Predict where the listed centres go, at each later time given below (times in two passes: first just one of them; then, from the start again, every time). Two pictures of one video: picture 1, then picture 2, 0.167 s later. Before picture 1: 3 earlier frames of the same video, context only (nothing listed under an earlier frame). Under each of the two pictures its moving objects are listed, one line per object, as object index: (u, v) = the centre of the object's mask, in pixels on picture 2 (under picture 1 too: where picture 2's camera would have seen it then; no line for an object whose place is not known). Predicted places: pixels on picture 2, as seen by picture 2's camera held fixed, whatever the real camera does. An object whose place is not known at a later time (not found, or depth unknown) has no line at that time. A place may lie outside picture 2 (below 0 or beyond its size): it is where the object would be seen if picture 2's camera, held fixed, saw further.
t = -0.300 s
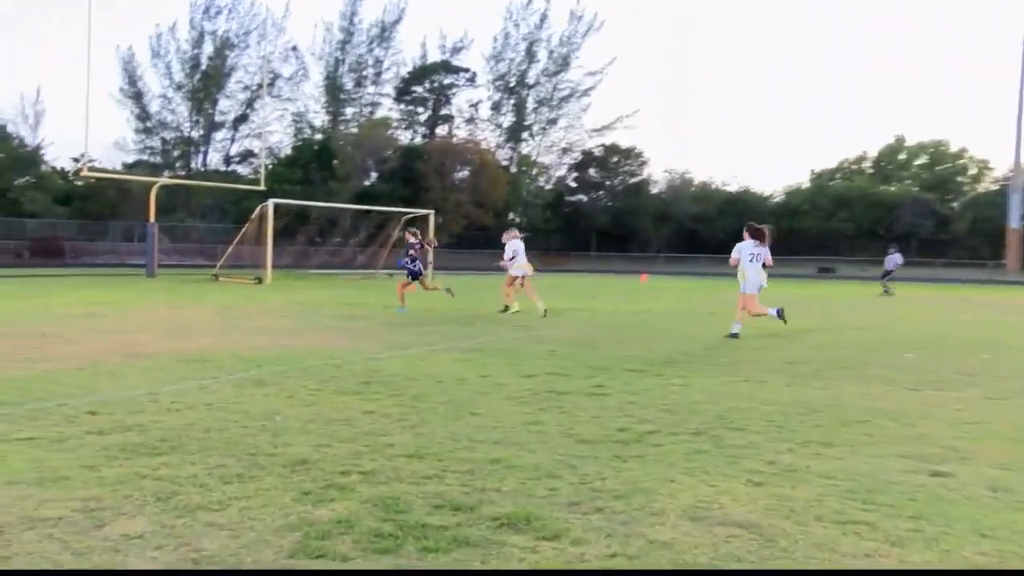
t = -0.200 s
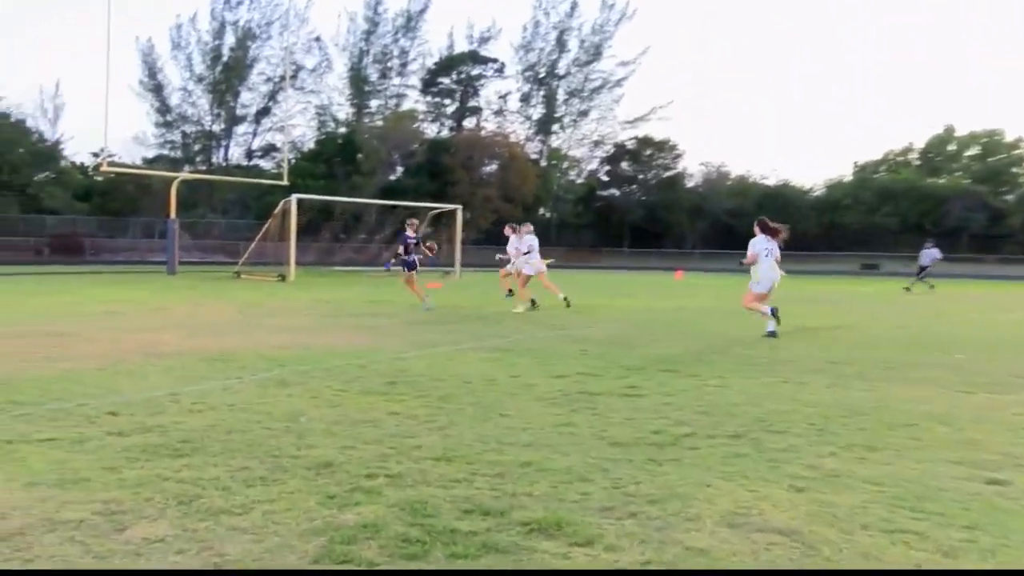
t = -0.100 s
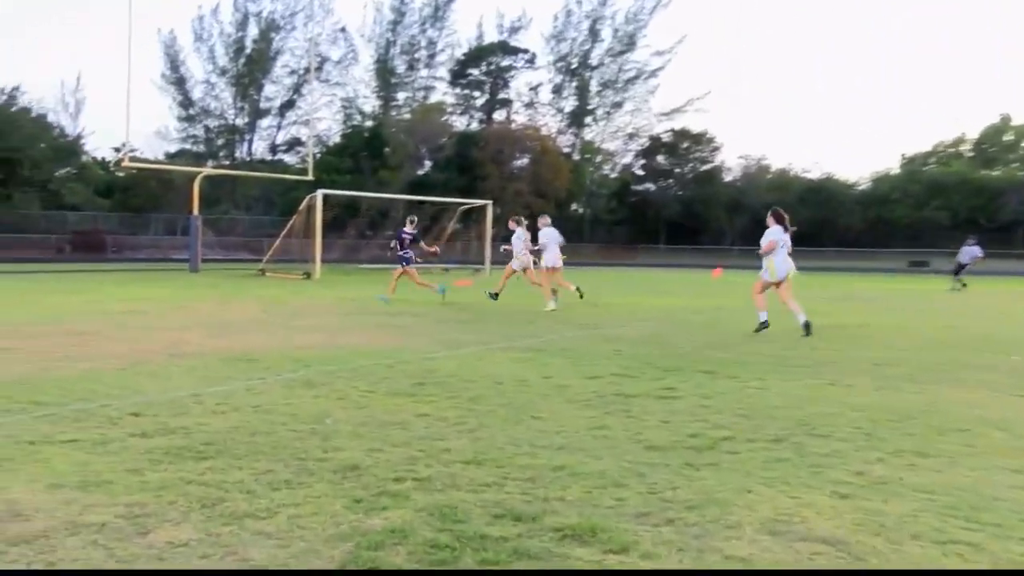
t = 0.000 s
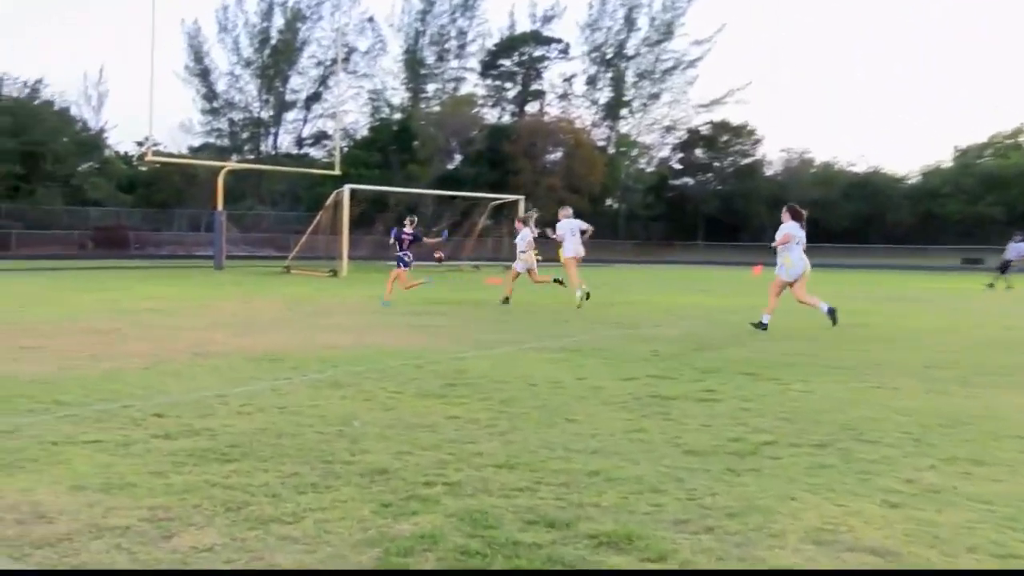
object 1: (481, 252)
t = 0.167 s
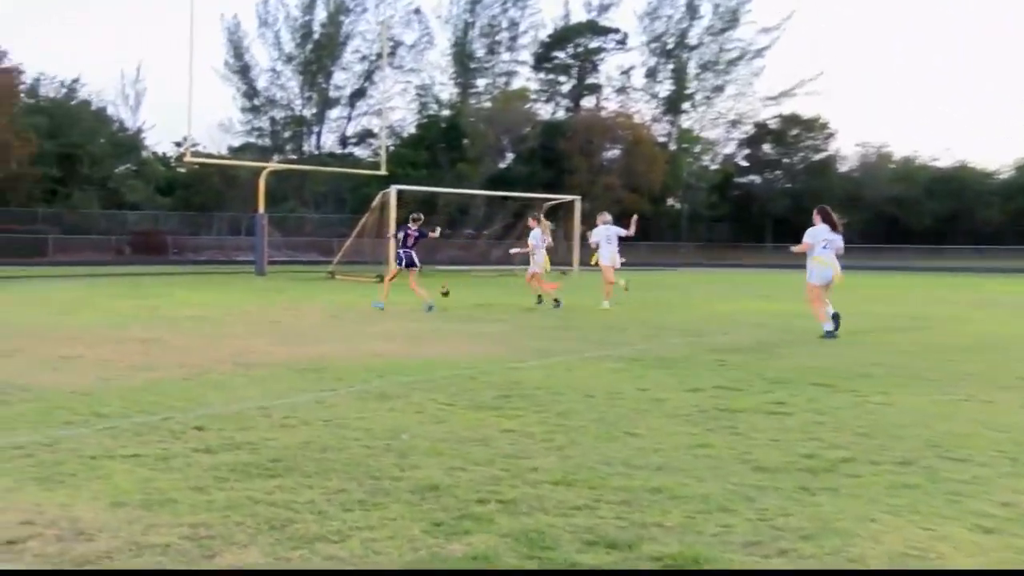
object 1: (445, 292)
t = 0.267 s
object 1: (422, 314)
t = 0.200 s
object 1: (437, 301)
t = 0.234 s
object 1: (429, 310)
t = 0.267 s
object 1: (422, 314)
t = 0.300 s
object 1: (418, 314)
